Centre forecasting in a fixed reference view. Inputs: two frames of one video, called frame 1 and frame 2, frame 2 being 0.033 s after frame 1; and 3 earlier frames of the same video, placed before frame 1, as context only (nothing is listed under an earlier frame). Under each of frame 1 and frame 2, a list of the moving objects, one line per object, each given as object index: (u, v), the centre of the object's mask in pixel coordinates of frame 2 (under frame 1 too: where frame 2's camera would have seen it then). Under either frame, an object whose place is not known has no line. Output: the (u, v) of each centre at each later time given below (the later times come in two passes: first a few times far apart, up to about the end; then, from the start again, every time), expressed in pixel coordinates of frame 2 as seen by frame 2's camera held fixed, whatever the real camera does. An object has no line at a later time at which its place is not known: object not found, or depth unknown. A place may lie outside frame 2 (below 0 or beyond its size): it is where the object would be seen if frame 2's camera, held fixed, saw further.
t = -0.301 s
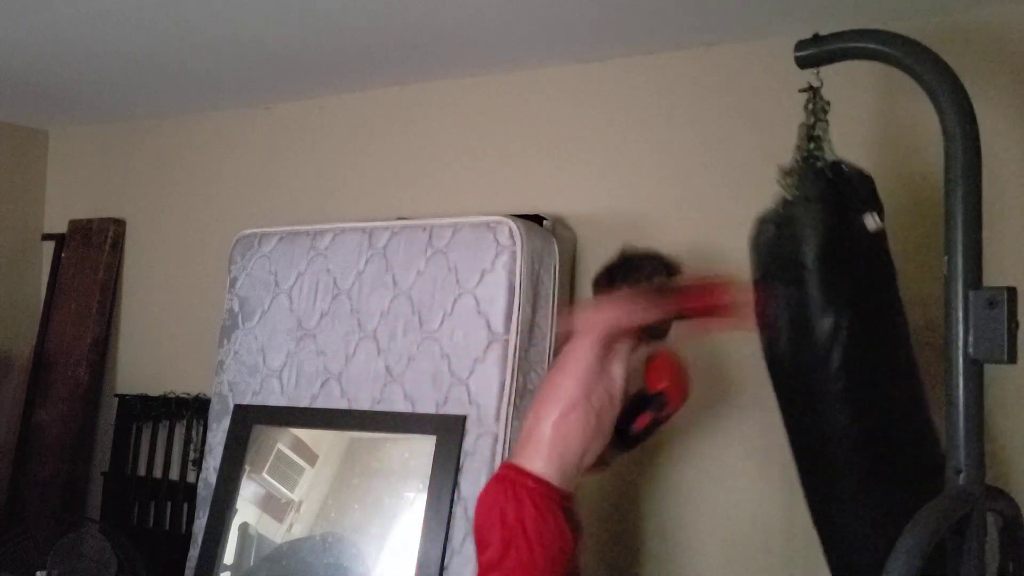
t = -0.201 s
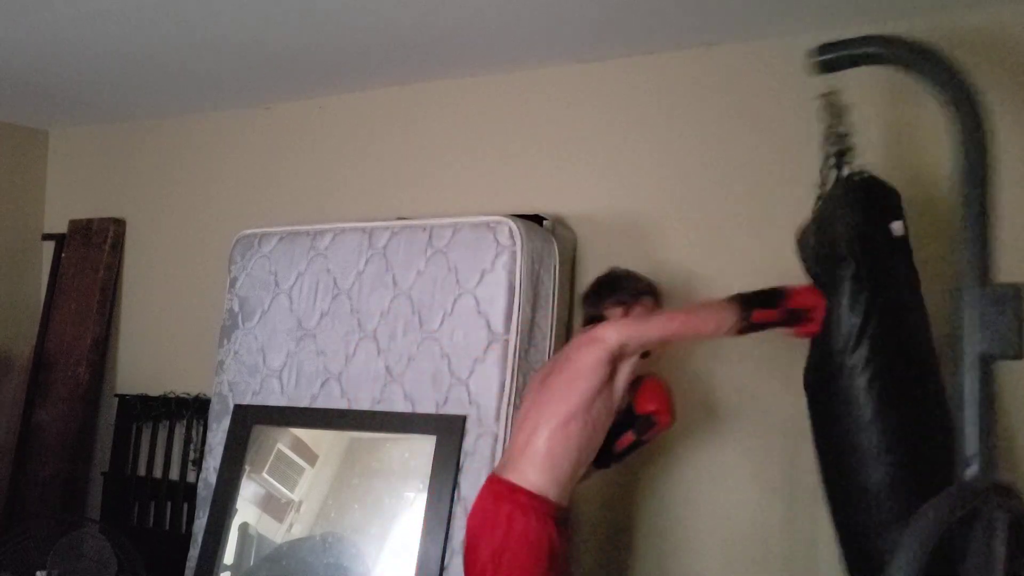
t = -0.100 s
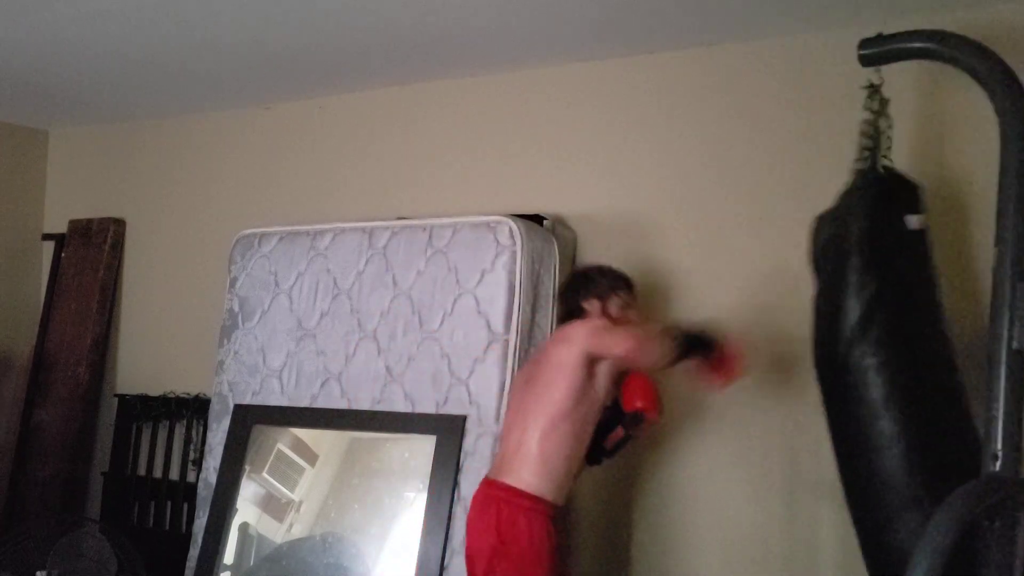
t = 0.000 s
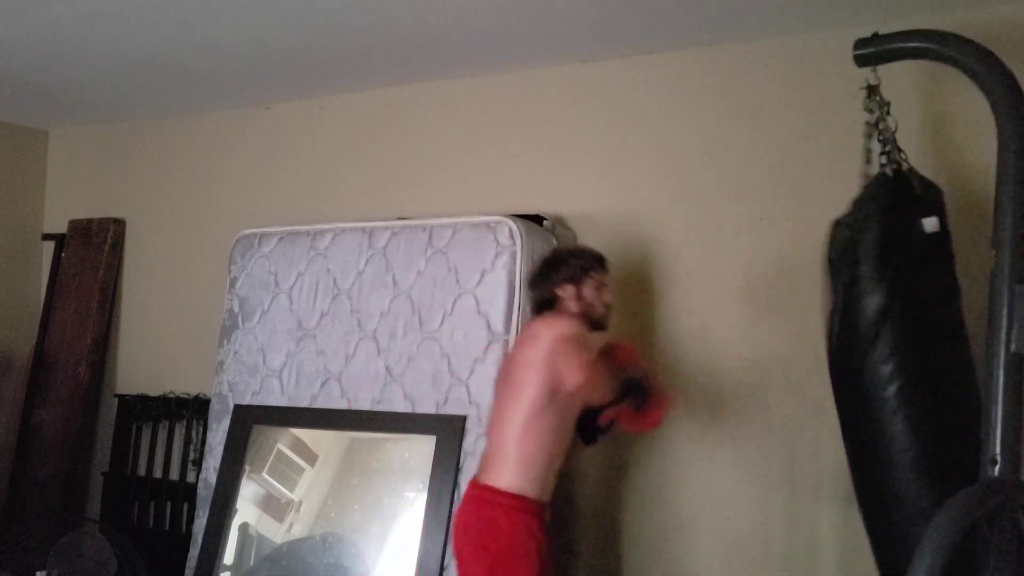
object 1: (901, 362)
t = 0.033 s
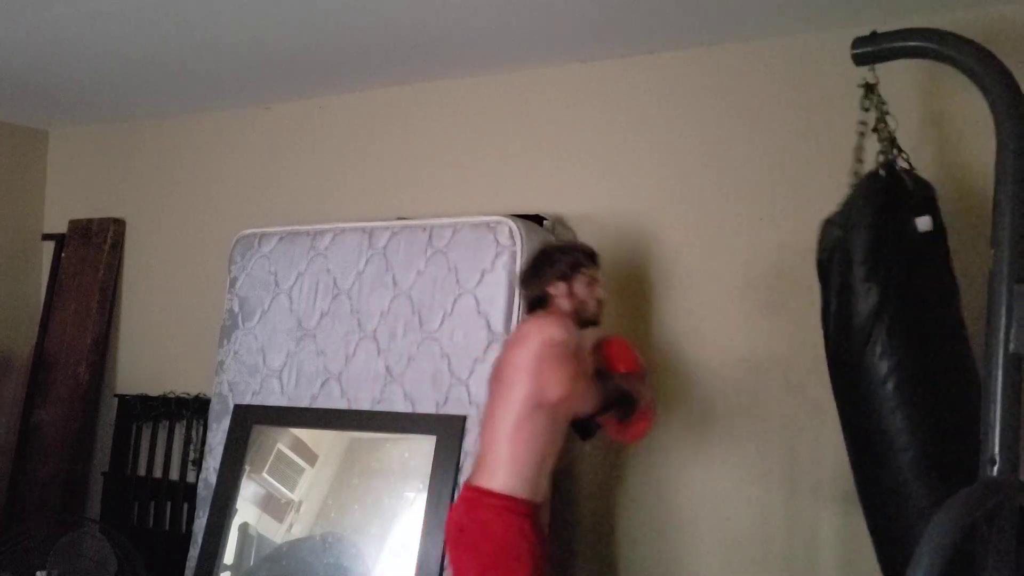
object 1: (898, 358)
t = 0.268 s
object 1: (871, 368)
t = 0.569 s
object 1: (811, 388)
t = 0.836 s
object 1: (755, 388)
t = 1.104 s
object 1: (736, 387)
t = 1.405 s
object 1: (778, 386)
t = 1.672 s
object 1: (837, 380)
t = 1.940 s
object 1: (872, 358)
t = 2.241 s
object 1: (868, 365)
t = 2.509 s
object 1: (830, 383)
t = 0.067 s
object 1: (897, 356)
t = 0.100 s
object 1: (895, 357)
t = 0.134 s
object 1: (891, 360)
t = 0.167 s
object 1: (886, 361)
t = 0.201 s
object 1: (881, 362)
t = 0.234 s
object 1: (876, 365)
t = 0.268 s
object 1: (871, 368)
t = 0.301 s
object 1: (865, 370)
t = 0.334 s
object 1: (858, 373)
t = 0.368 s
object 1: (852, 375)
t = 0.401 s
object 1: (845, 378)
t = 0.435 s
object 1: (839, 381)
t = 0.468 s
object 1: (832, 383)
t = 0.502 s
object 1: (825, 385)
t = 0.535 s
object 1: (819, 387)
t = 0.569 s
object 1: (811, 388)
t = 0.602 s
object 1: (803, 388)
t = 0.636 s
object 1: (796, 388)
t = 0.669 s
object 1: (788, 388)
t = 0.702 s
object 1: (780, 388)
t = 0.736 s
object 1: (773, 388)
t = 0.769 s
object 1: (766, 388)
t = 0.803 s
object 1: (760, 388)
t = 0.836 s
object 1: (755, 388)
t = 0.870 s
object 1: (750, 387)
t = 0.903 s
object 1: (745, 387)
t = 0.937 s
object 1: (742, 387)
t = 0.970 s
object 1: (739, 387)
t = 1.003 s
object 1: (737, 387)
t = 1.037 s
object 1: (736, 387)
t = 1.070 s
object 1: (735, 387)
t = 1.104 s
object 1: (736, 387)
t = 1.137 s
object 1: (737, 387)
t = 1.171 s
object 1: (740, 386)
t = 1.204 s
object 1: (743, 386)
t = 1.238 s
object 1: (748, 386)
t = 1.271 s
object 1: (753, 386)
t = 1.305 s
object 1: (758, 386)
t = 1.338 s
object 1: (764, 386)
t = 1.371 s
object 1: (771, 386)
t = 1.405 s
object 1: (778, 386)
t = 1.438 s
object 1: (785, 386)
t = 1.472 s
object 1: (793, 386)
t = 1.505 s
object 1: (801, 387)
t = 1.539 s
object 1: (808, 387)
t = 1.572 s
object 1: (816, 386)
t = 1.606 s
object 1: (823, 385)
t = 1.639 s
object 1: (830, 383)
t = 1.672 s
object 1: (837, 380)
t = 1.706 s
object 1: (843, 378)
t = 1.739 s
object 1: (849, 376)
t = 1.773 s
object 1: (855, 373)
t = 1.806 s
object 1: (859, 370)
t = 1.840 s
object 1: (863, 366)
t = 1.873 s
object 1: (867, 364)
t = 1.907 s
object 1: (869, 361)
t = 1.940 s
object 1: (872, 358)
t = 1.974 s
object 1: (874, 357)
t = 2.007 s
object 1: (875, 357)
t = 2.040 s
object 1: (877, 357)
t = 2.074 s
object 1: (877, 357)
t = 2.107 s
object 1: (877, 358)
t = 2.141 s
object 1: (876, 359)
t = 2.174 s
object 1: (874, 361)
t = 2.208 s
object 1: (871, 363)
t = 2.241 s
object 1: (868, 365)
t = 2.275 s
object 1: (864, 367)
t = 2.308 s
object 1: (861, 369)
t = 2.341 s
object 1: (857, 372)
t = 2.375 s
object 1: (852, 374)
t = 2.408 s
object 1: (847, 376)
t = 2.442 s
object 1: (842, 379)
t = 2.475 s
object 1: (836, 381)
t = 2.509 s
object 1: (830, 383)
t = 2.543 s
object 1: (824, 384)
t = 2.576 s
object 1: (817, 385)
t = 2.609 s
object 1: (810, 386)
